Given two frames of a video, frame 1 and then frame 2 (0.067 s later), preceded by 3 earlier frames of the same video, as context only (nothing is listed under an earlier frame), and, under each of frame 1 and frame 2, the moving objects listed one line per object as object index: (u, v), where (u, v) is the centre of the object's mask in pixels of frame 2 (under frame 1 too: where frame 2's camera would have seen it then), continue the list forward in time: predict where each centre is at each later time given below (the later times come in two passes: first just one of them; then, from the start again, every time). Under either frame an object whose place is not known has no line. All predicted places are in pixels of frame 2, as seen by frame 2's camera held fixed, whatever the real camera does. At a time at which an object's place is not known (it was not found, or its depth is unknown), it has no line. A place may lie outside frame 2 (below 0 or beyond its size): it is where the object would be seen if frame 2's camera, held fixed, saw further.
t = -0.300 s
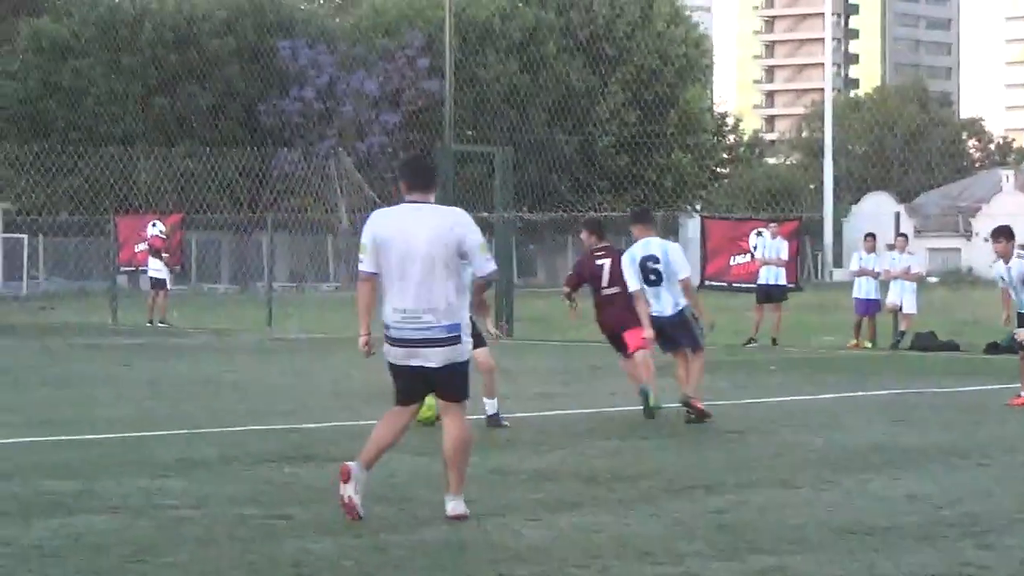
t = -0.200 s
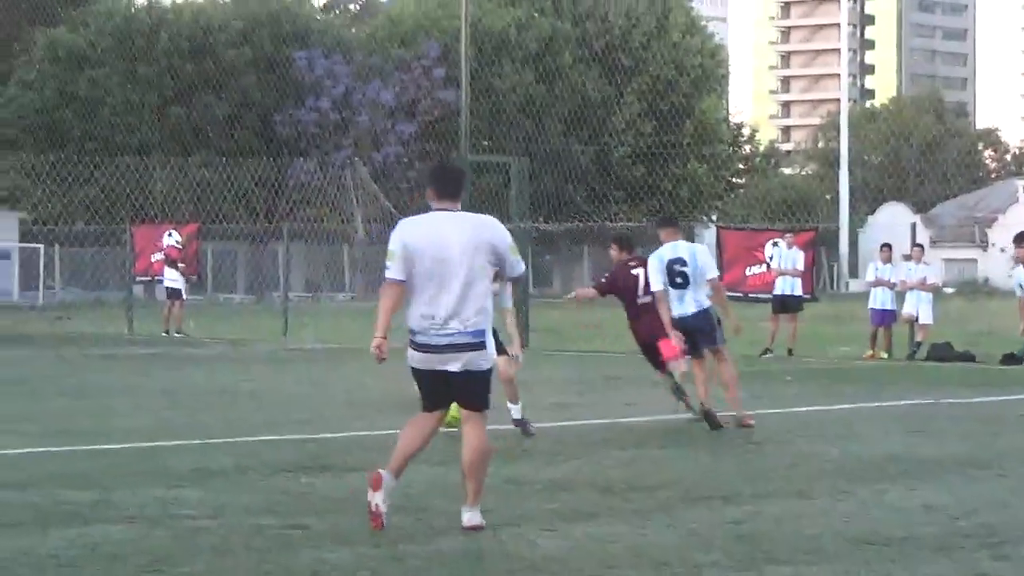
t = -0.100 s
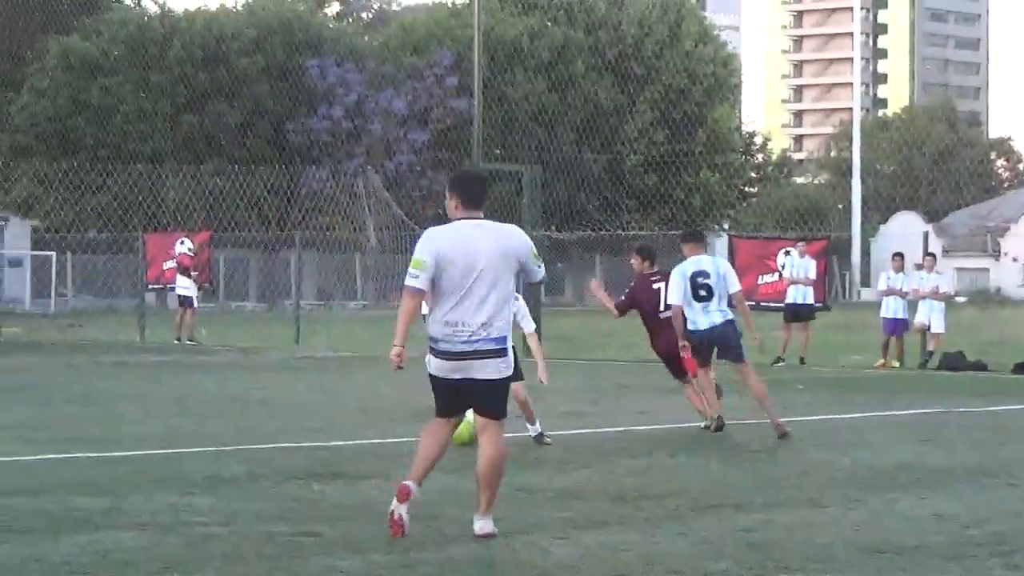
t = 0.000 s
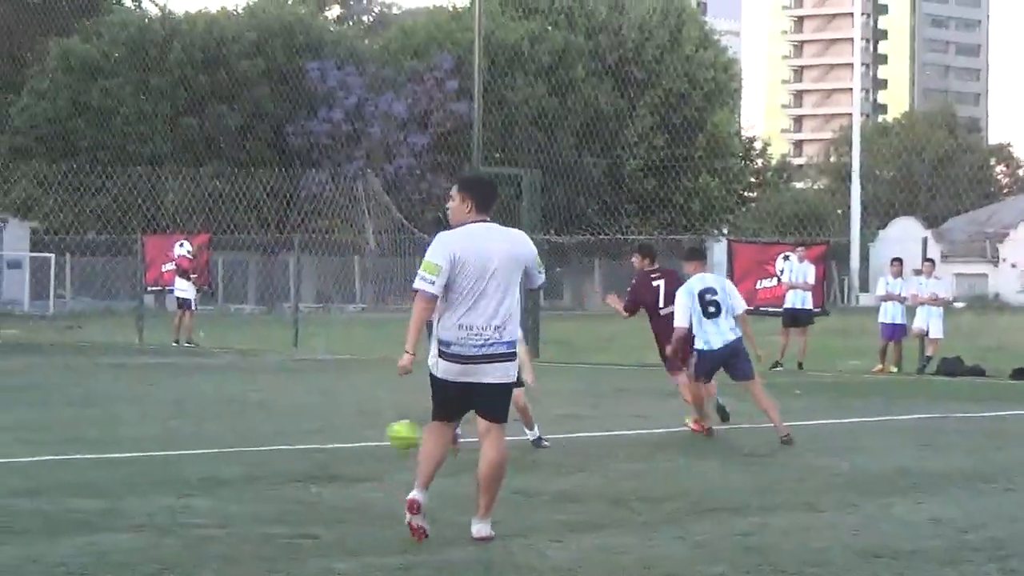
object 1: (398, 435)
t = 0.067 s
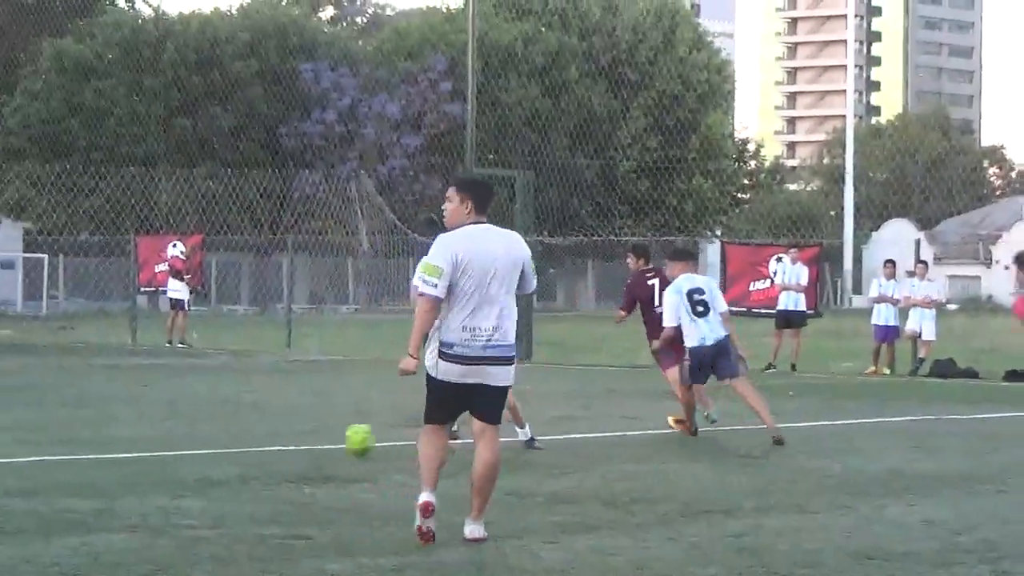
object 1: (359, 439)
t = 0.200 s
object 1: (298, 442)
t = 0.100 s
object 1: (342, 436)
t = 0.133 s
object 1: (327, 438)
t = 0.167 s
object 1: (312, 440)
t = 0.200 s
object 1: (298, 442)
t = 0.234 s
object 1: (285, 442)
